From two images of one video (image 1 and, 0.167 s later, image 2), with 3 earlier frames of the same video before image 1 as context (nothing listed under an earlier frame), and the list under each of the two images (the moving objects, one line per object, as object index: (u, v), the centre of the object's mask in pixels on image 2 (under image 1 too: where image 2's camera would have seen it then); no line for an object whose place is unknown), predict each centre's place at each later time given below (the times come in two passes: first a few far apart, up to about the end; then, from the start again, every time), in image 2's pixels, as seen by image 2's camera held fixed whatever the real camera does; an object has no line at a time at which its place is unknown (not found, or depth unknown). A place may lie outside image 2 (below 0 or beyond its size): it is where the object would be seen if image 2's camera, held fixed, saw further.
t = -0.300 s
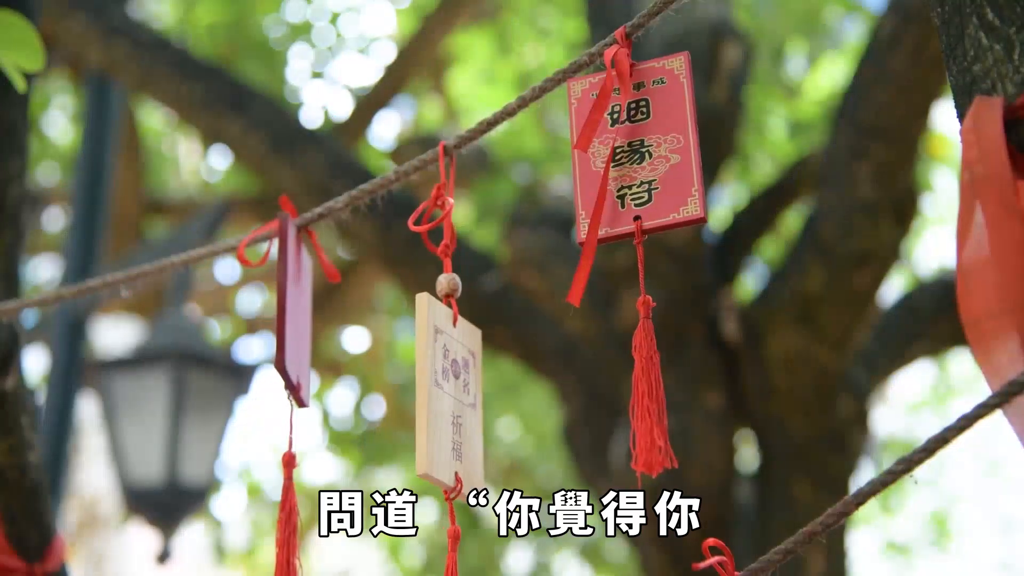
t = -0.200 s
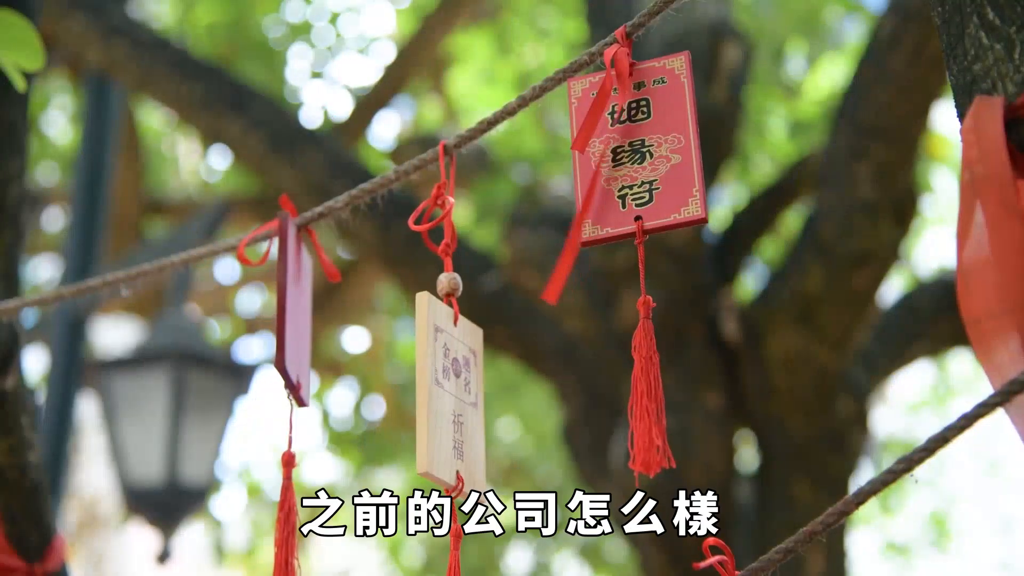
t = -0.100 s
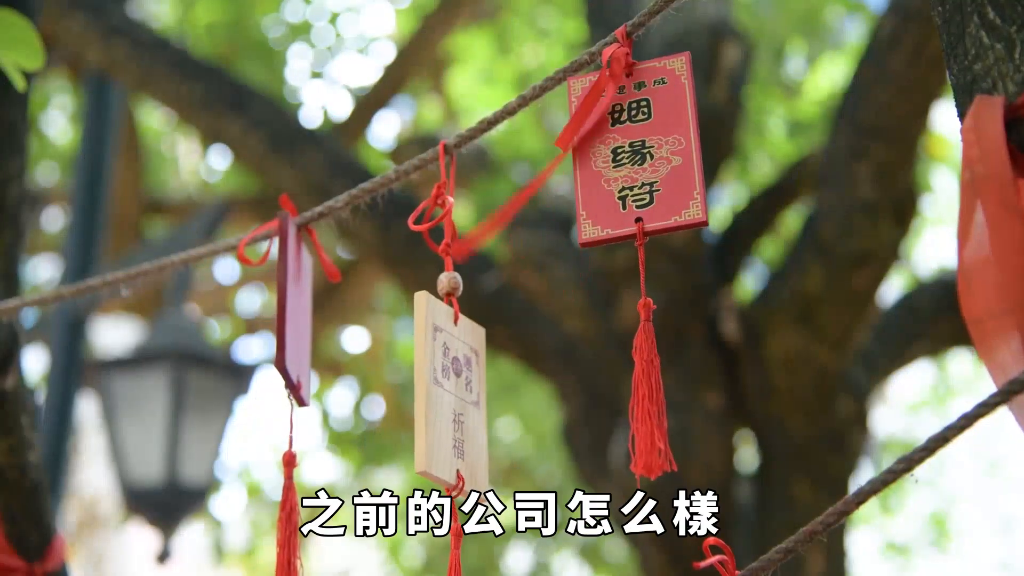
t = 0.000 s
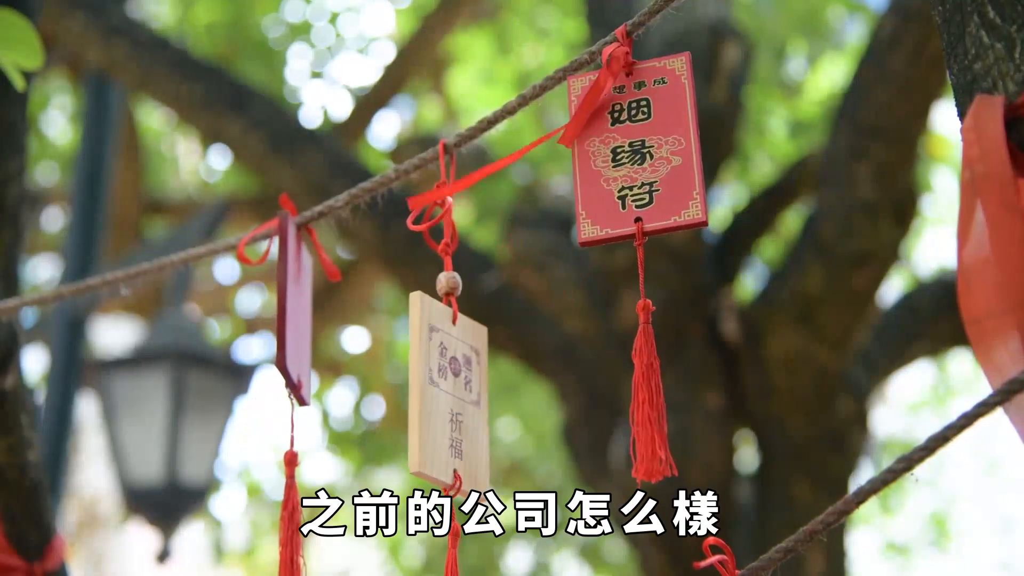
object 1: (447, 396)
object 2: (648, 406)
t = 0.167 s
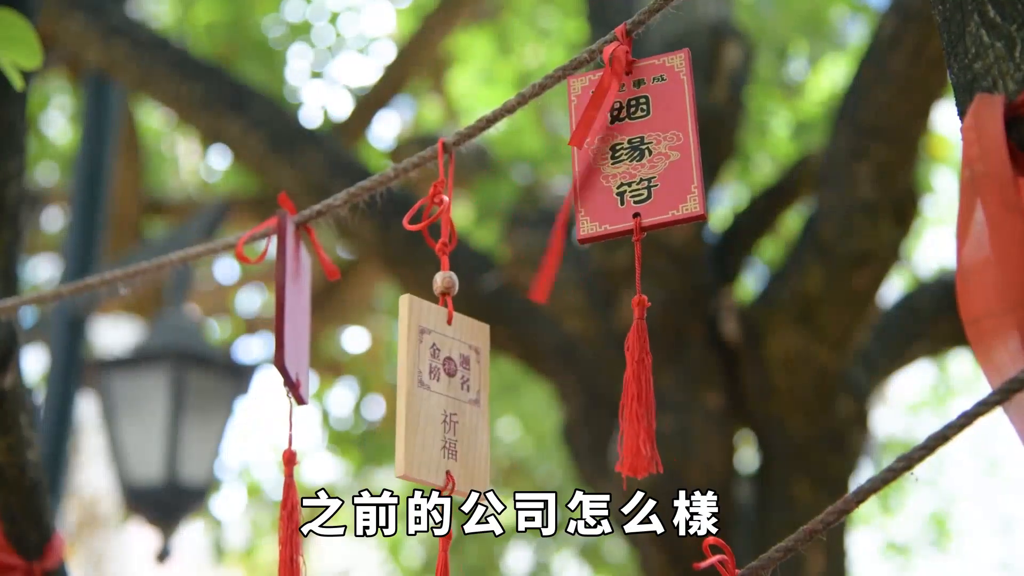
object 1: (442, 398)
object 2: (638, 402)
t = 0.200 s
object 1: (441, 398)
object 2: (635, 401)
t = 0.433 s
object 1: (444, 397)
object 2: (645, 399)
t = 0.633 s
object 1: (447, 397)
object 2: (646, 406)
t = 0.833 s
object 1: (445, 398)
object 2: (642, 398)
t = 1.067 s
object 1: (448, 395)
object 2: (653, 400)
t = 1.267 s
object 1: (454, 393)
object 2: (639, 398)
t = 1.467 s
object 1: (451, 393)
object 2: (650, 396)
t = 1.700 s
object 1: (445, 395)
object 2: (649, 400)
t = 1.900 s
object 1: (449, 394)
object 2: (640, 397)
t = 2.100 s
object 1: (449, 394)
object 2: (654, 397)
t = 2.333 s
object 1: (446, 395)
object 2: (641, 401)
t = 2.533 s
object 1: (446, 395)
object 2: (646, 394)
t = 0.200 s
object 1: (441, 398)
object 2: (635, 401)
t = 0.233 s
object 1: (441, 398)
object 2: (632, 398)
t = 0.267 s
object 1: (441, 398)
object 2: (631, 395)
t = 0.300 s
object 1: (441, 398)
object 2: (631, 393)
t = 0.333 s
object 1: (442, 398)
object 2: (633, 393)
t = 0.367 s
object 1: (442, 397)
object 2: (636, 394)
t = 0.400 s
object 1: (443, 397)
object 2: (640, 396)
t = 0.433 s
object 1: (444, 397)
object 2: (645, 399)
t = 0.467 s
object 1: (445, 396)
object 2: (648, 401)
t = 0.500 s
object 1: (446, 396)
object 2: (650, 403)
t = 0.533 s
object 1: (447, 396)
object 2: (651, 404)
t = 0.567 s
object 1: (447, 396)
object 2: (650, 405)
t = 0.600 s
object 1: (447, 396)
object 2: (649, 406)
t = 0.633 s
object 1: (447, 397)
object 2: (646, 406)
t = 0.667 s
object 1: (447, 397)
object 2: (644, 406)
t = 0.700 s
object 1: (446, 397)
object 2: (642, 404)
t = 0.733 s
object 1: (446, 397)
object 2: (641, 402)
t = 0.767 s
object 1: (446, 397)
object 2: (640, 401)
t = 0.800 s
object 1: (446, 398)
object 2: (640, 400)
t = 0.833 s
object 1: (445, 398)
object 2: (642, 398)
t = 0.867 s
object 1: (445, 397)
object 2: (645, 397)
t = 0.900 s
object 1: (445, 397)
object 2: (648, 397)
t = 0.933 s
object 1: (445, 397)
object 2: (651, 397)
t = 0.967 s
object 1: (446, 396)
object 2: (654, 398)
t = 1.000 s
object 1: (446, 396)
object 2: (655, 399)
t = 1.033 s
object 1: (447, 396)
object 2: (654, 400)
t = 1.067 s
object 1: (448, 395)
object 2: (653, 400)
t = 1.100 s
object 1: (449, 394)
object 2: (651, 401)
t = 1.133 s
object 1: (450, 394)
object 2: (649, 401)
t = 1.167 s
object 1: (451, 393)
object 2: (646, 401)
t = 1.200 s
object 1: (452, 393)
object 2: (643, 400)
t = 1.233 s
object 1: (453, 393)
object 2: (640, 399)
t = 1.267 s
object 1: (454, 393)
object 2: (639, 398)
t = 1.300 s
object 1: (454, 393)
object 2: (638, 397)
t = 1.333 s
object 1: (454, 393)
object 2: (639, 396)
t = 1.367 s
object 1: (453, 393)
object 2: (641, 395)
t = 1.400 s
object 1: (453, 393)
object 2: (643, 395)
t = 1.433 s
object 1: (452, 393)
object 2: (647, 395)
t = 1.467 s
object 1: (451, 393)
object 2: (650, 396)
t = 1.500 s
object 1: (450, 394)
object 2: (653, 396)
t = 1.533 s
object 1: (449, 394)
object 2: (655, 397)
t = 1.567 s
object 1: (448, 394)
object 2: (656, 398)
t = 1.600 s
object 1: (447, 395)
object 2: (656, 398)
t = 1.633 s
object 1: (446, 395)
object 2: (655, 399)
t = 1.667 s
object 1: (446, 395)
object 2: (652, 400)
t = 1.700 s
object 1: (445, 395)
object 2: (649, 400)
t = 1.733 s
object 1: (445, 395)
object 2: (646, 400)
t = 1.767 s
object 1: (446, 395)
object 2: (643, 399)
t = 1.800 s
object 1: (446, 395)
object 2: (641, 399)
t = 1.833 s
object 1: (447, 394)
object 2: (639, 398)
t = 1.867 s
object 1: (448, 394)
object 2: (639, 398)
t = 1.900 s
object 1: (449, 394)
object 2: (640, 397)
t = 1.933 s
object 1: (449, 394)
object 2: (642, 396)
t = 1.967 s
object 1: (450, 394)
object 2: (645, 396)
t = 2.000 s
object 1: (450, 394)
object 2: (648, 396)
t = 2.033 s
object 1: (450, 394)
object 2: (650, 396)
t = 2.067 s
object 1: (450, 394)
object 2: (652, 396)
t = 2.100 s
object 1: (449, 394)
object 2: (654, 397)
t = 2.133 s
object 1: (449, 394)
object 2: (654, 399)
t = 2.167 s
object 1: (448, 395)
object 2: (653, 400)
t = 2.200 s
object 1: (448, 395)
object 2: (651, 401)
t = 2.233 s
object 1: (447, 395)
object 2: (649, 402)
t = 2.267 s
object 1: (447, 395)
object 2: (646, 402)
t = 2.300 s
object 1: (446, 395)
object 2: (643, 402)
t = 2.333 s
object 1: (446, 395)
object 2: (641, 401)
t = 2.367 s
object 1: (445, 395)
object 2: (638, 399)
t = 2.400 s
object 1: (445, 396)
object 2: (636, 398)
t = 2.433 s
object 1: (445, 395)
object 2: (636, 396)
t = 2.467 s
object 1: (445, 395)
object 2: (638, 395)
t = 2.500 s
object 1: (446, 395)
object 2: (641, 394)
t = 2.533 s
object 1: (446, 395)
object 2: (646, 394)
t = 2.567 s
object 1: (447, 394)
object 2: (650, 394)
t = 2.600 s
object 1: (448, 394)
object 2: (654, 395)
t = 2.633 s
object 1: (448, 393)
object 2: (658, 396)
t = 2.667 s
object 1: (449, 393)
